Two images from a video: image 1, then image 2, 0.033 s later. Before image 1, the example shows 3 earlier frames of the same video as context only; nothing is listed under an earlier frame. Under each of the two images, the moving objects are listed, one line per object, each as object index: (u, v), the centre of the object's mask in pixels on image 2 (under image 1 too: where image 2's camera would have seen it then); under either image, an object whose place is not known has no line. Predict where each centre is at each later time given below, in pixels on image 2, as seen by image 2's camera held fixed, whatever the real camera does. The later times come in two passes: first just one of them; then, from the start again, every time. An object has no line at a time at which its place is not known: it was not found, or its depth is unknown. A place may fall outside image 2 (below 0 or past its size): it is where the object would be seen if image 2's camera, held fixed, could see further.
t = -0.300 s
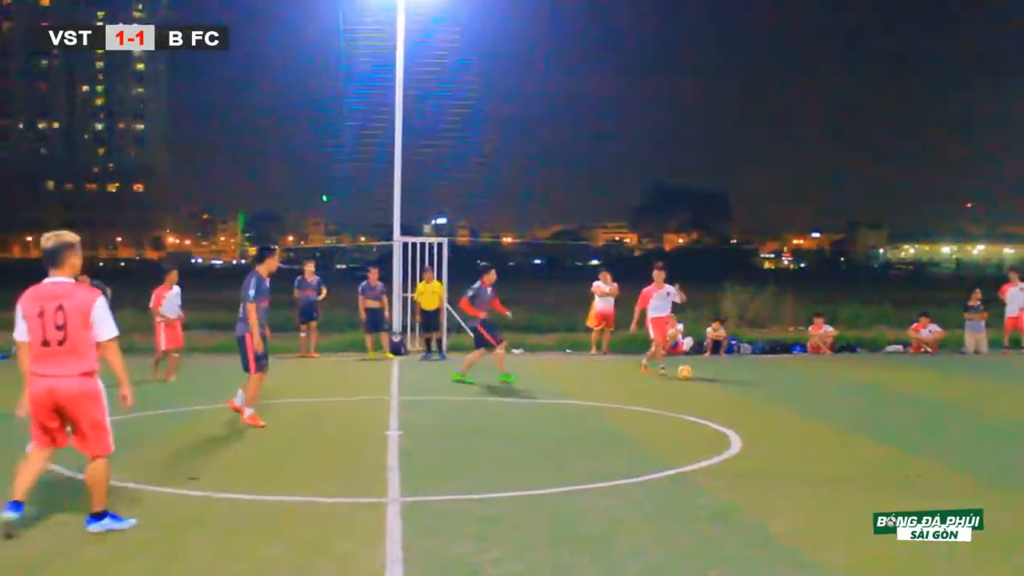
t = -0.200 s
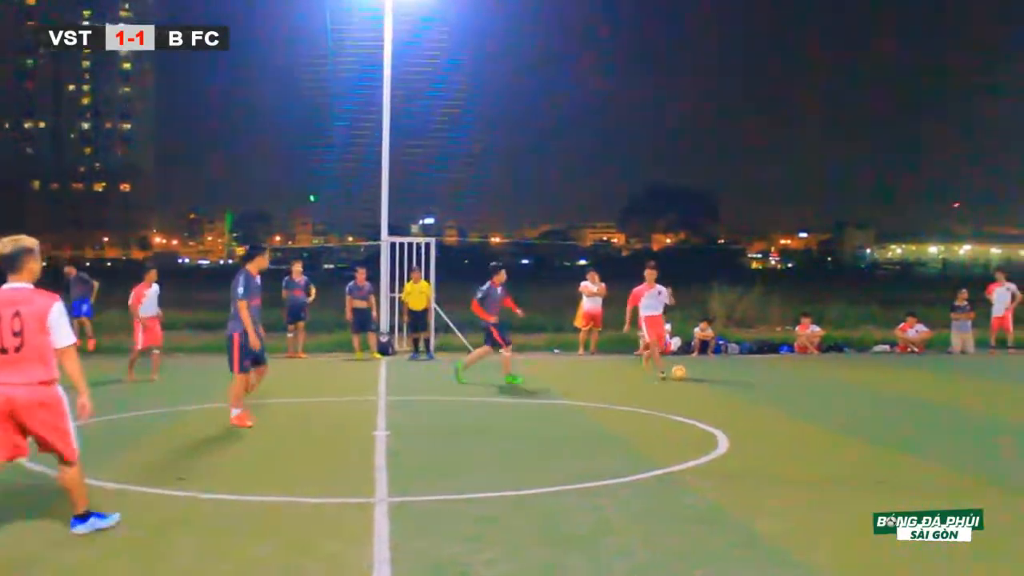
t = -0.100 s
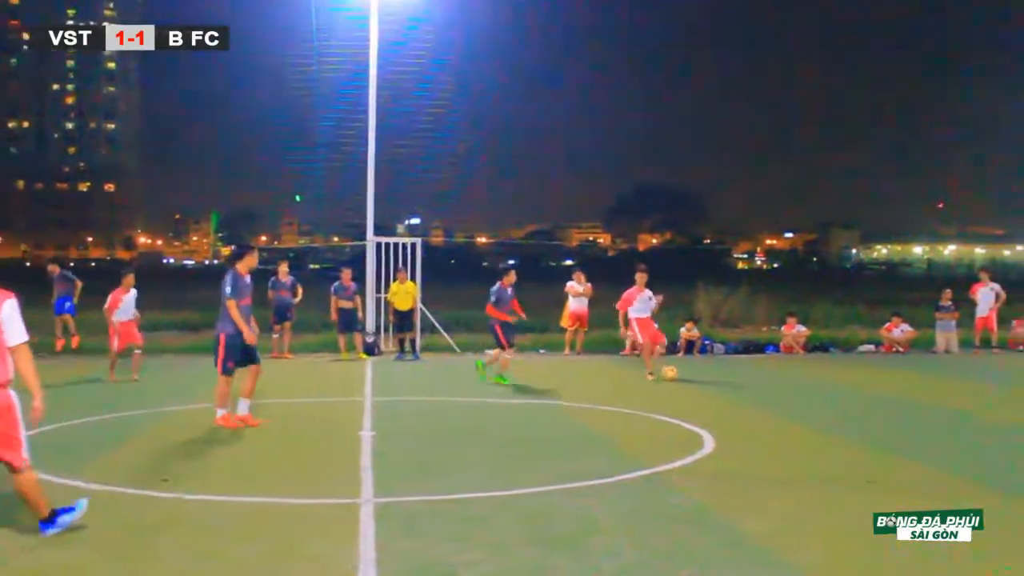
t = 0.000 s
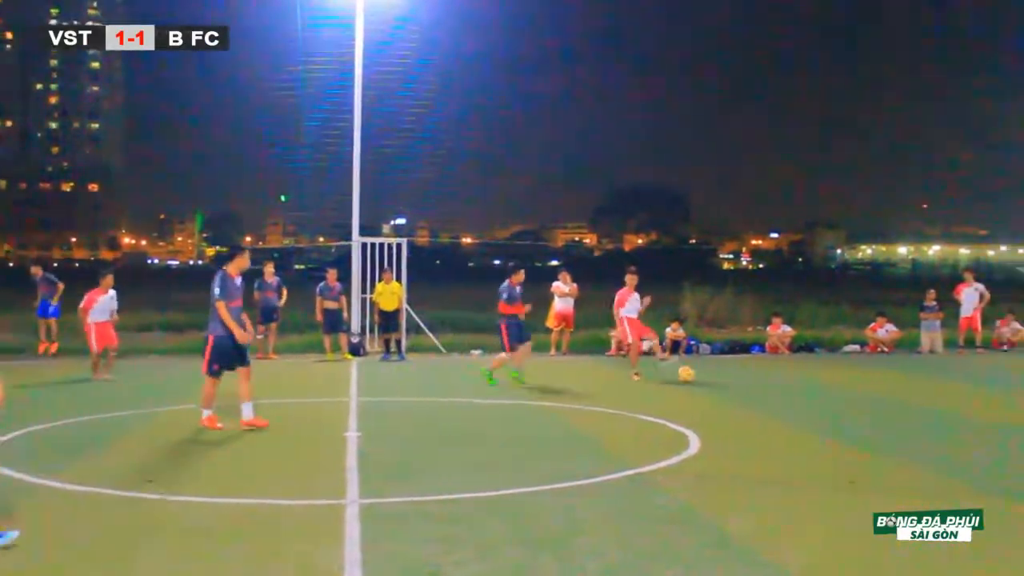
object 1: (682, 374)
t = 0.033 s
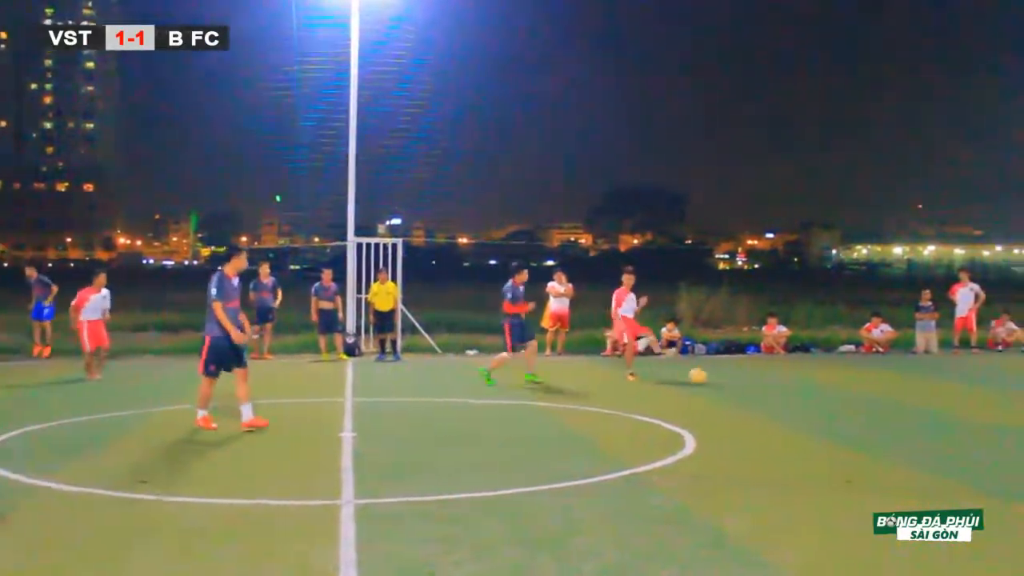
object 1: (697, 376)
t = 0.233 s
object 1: (813, 397)
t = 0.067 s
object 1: (713, 378)
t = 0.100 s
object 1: (733, 382)
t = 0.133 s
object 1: (755, 388)
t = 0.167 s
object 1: (774, 394)
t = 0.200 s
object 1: (793, 395)
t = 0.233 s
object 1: (813, 397)
